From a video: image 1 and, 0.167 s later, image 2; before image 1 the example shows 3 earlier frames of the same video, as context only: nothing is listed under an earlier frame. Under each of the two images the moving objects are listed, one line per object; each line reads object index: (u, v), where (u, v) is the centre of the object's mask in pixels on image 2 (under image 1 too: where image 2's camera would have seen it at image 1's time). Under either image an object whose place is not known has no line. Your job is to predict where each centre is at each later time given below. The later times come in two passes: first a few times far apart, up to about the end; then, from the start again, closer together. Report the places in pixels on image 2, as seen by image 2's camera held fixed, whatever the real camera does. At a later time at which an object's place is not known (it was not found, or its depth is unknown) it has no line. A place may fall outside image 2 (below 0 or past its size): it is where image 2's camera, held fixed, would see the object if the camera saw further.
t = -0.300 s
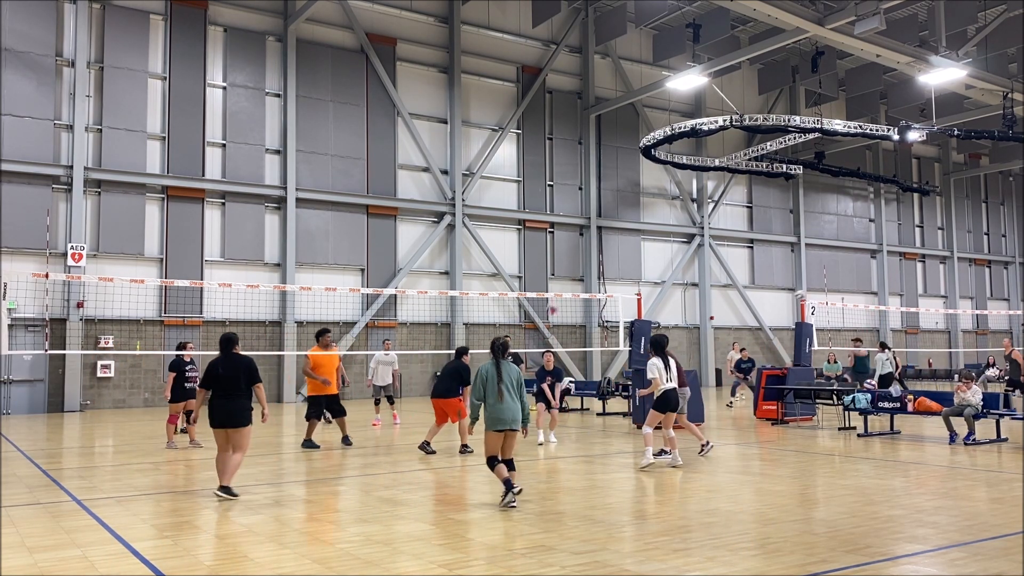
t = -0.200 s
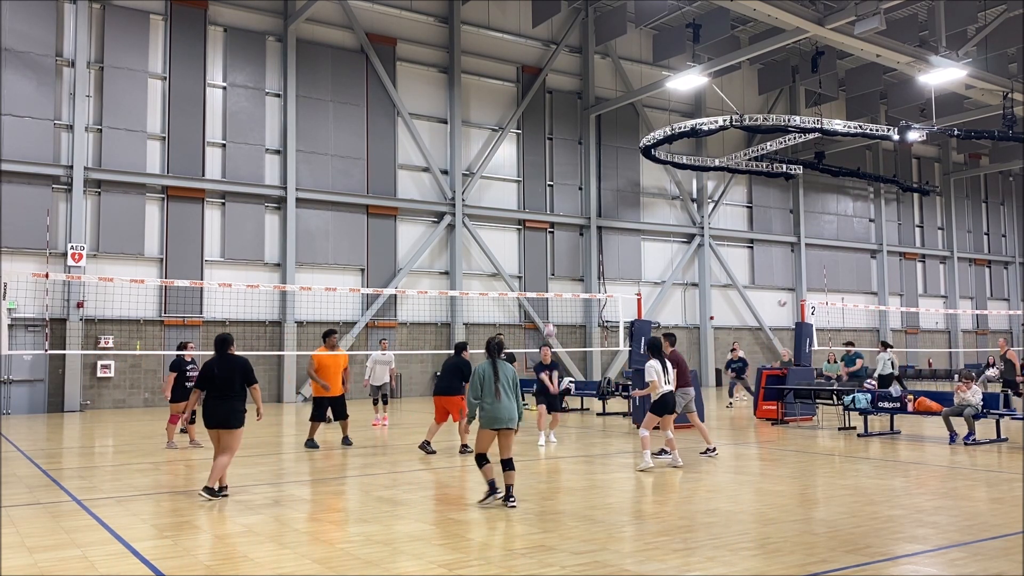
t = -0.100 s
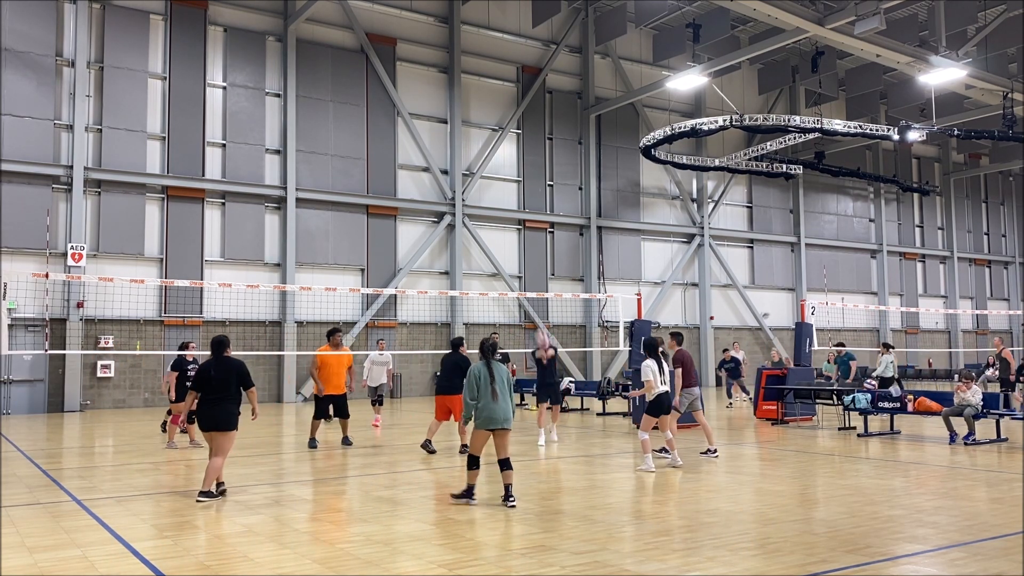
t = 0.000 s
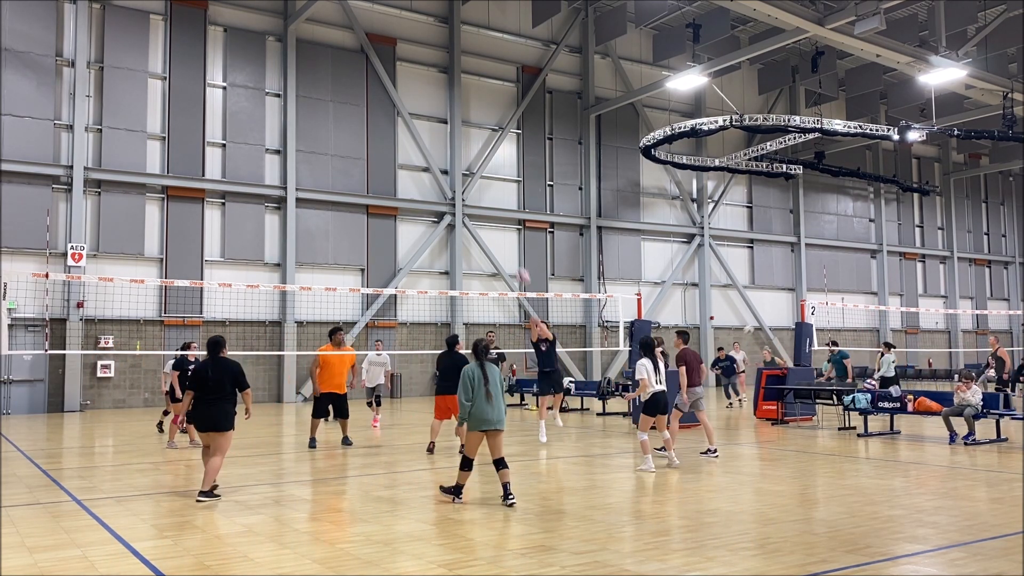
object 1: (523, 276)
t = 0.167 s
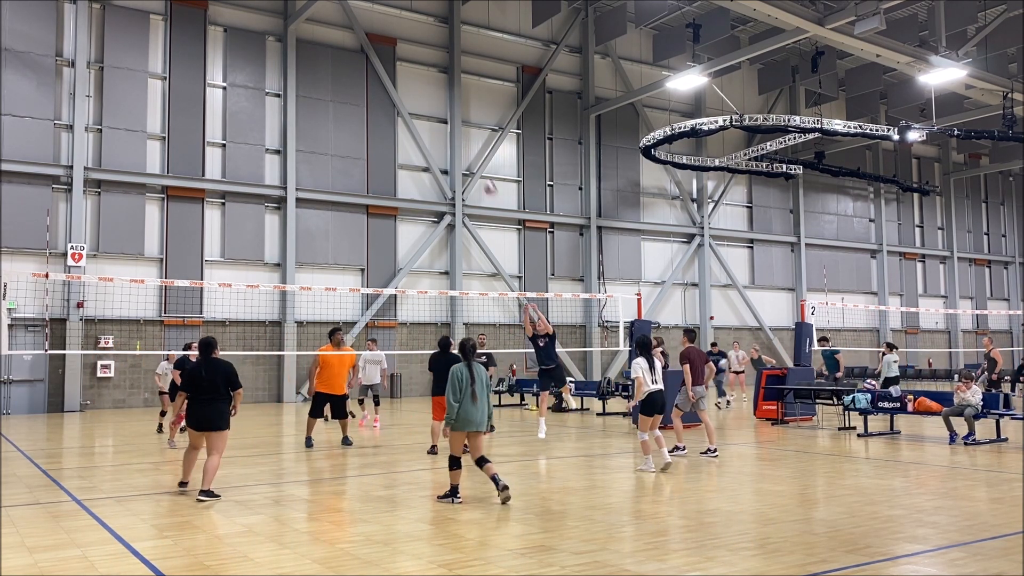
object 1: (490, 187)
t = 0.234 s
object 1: (478, 159)
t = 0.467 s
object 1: (432, 75)
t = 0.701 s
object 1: (386, 35)
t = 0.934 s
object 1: (339, 30)
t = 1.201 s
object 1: (284, 73)
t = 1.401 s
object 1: (243, 141)
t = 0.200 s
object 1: (484, 172)
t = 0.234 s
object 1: (478, 159)
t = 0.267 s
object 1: (472, 144)
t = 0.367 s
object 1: (453, 106)
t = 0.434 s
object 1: (439, 85)
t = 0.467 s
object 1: (432, 75)
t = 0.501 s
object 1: (426, 68)
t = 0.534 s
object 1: (419, 60)
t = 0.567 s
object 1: (413, 54)
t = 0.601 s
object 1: (406, 48)
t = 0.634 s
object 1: (400, 43)
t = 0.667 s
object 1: (393, 39)
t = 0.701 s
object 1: (386, 35)
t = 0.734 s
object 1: (379, 32)
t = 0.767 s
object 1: (373, 30)
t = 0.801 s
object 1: (366, 28)
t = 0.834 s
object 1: (359, 28)
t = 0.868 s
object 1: (353, 27)
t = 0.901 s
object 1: (346, 28)
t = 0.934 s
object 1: (339, 30)
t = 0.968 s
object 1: (332, 33)
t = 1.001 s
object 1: (325, 36)
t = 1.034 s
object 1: (318, 40)
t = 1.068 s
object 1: (311, 45)
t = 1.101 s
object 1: (305, 51)
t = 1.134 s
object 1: (298, 58)
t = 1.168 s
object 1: (292, 64)
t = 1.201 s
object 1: (284, 73)
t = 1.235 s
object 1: (277, 82)
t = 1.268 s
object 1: (271, 92)
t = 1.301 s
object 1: (263, 103)
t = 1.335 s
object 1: (256, 115)
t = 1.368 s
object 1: (250, 127)
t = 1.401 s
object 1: (243, 141)
